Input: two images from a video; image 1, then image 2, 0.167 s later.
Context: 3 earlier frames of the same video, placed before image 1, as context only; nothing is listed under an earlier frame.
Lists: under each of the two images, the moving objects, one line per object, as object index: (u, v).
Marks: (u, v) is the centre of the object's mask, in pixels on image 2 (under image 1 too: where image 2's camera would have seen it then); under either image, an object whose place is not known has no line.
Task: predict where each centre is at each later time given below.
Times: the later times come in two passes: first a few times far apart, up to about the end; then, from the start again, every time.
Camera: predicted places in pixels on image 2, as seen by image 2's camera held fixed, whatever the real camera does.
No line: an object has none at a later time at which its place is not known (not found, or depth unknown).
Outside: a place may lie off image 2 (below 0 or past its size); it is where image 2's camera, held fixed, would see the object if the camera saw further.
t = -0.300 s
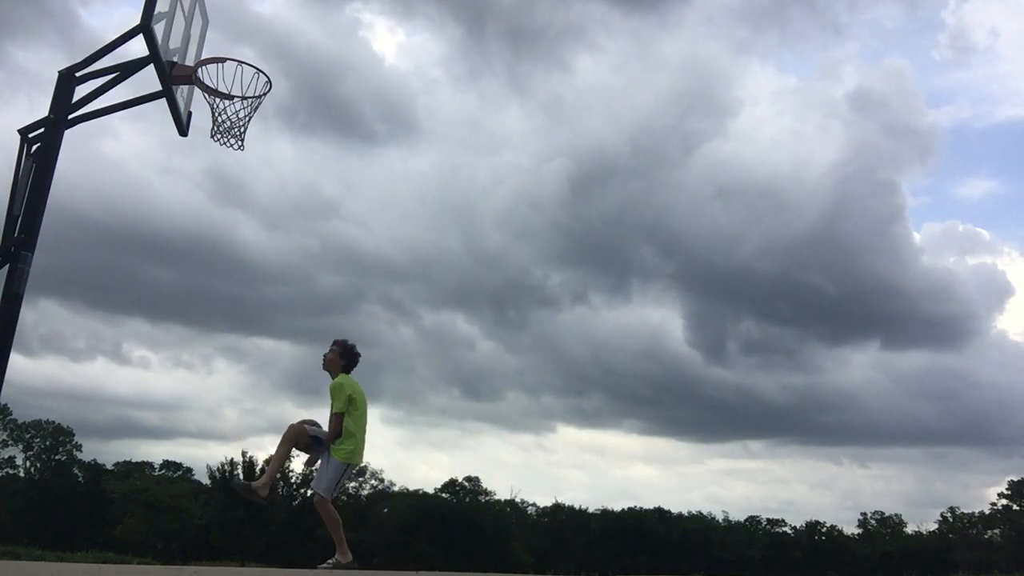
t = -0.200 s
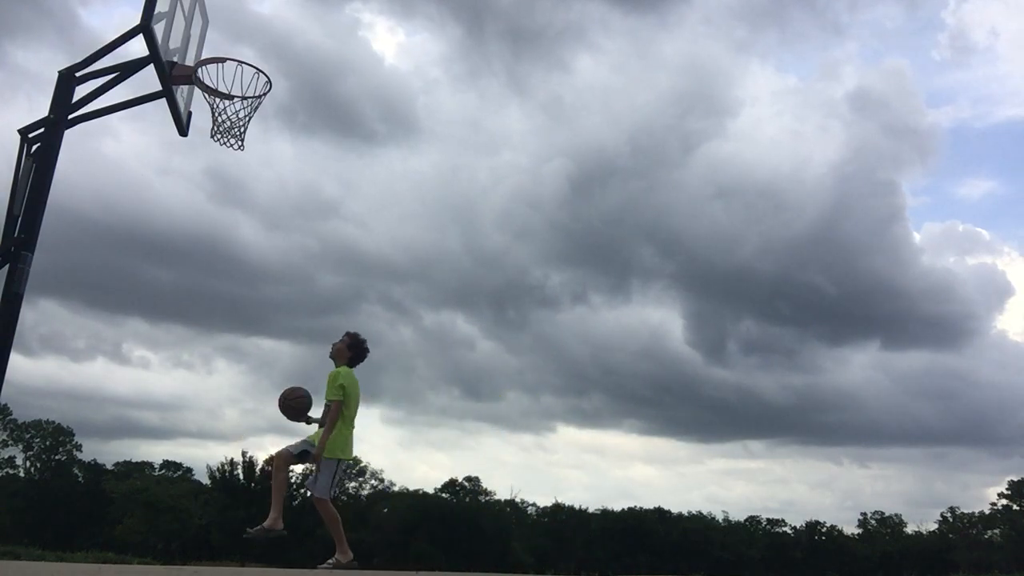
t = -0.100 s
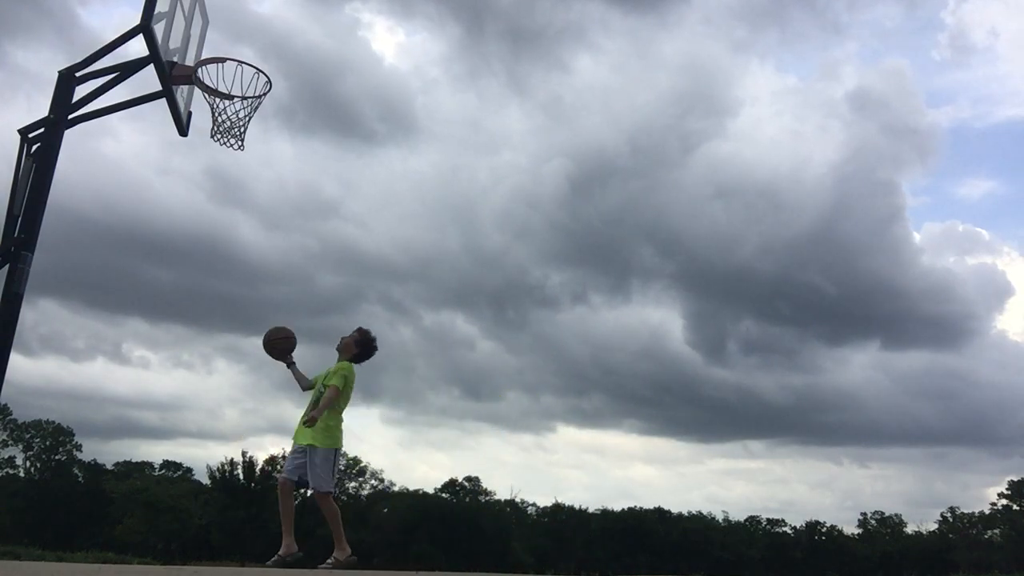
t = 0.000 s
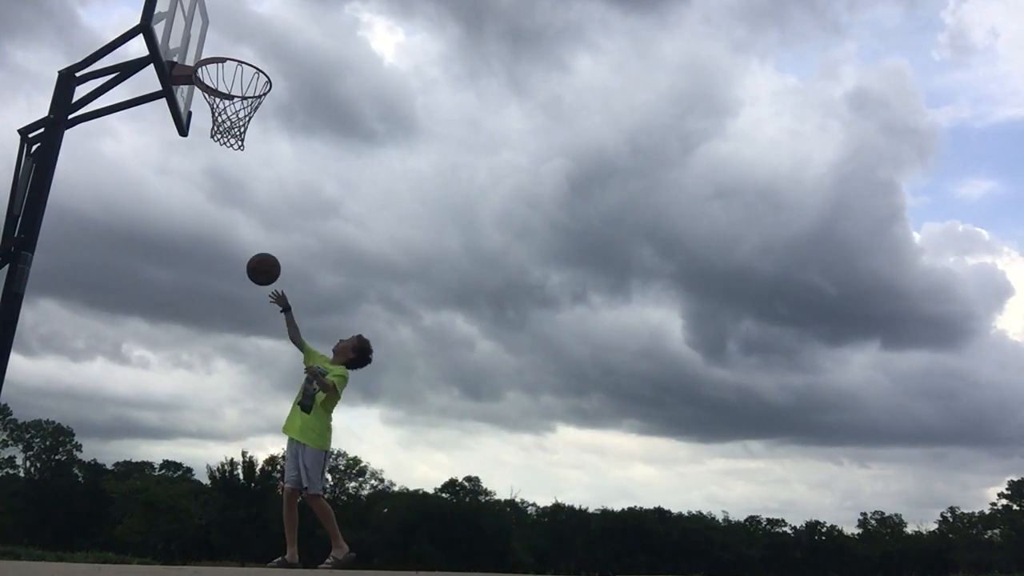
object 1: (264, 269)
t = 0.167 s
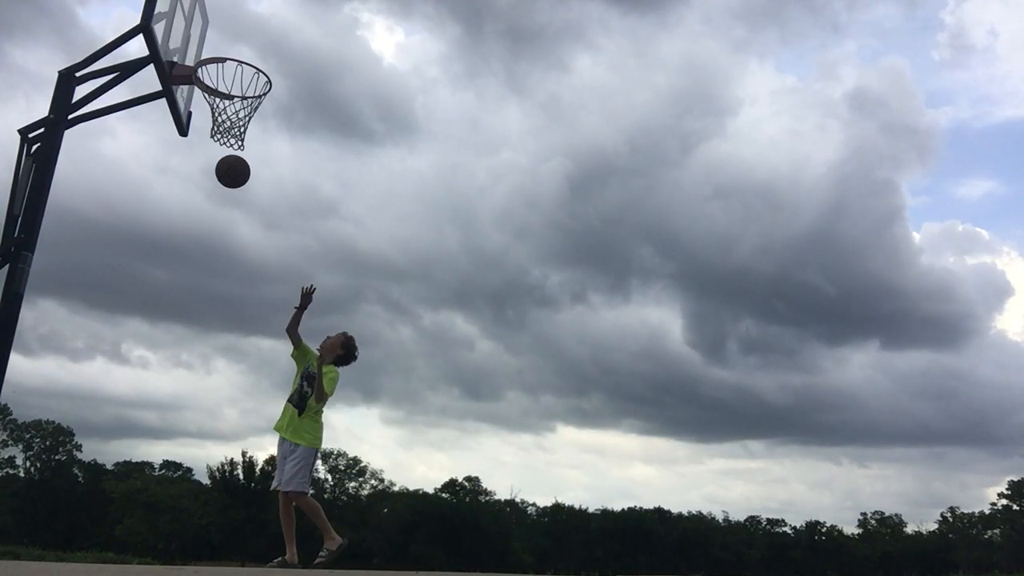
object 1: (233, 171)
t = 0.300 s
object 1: (201, 116)
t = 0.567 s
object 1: (204, 123)
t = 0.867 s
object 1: (214, 244)
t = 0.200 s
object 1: (226, 156)
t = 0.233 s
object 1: (213, 146)
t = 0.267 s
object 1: (203, 128)
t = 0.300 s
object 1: (201, 116)
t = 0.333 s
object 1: (196, 107)
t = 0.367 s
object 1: (196, 102)
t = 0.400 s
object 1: (196, 101)
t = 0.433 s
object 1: (196, 104)
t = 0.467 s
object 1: (197, 108)
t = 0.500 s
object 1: (200, 112)
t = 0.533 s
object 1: (202, 117)
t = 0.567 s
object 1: (204, 123)
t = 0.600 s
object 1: (205, 131)
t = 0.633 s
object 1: (208, 140)
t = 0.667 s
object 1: (209, 151)
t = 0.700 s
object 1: (211, 162)
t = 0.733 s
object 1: (212, 176)
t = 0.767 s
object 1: (213, 191)
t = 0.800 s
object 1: (213, 207)
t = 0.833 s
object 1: (214, 225)
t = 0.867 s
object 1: (214, 244)
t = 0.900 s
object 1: (214, 264)
